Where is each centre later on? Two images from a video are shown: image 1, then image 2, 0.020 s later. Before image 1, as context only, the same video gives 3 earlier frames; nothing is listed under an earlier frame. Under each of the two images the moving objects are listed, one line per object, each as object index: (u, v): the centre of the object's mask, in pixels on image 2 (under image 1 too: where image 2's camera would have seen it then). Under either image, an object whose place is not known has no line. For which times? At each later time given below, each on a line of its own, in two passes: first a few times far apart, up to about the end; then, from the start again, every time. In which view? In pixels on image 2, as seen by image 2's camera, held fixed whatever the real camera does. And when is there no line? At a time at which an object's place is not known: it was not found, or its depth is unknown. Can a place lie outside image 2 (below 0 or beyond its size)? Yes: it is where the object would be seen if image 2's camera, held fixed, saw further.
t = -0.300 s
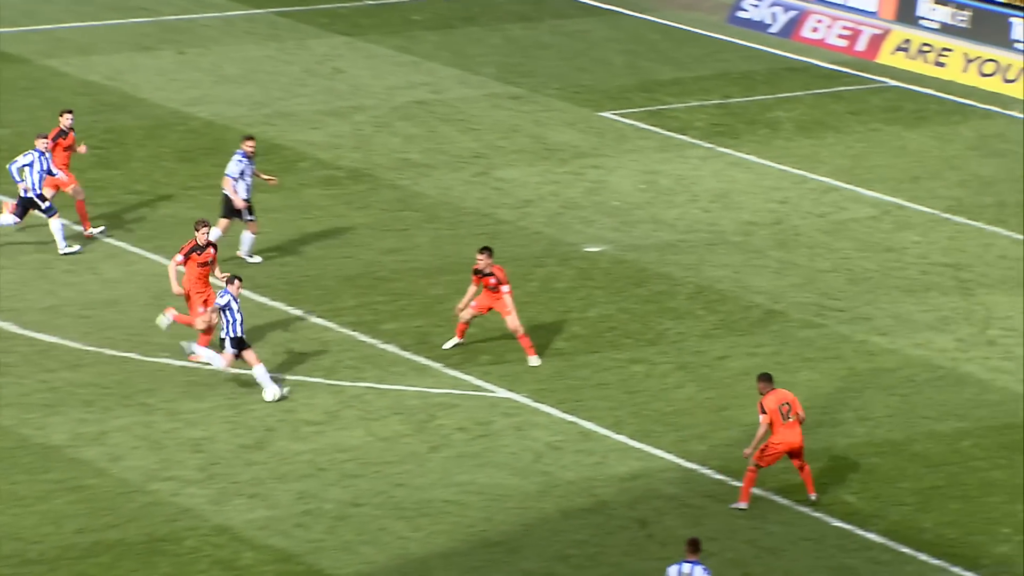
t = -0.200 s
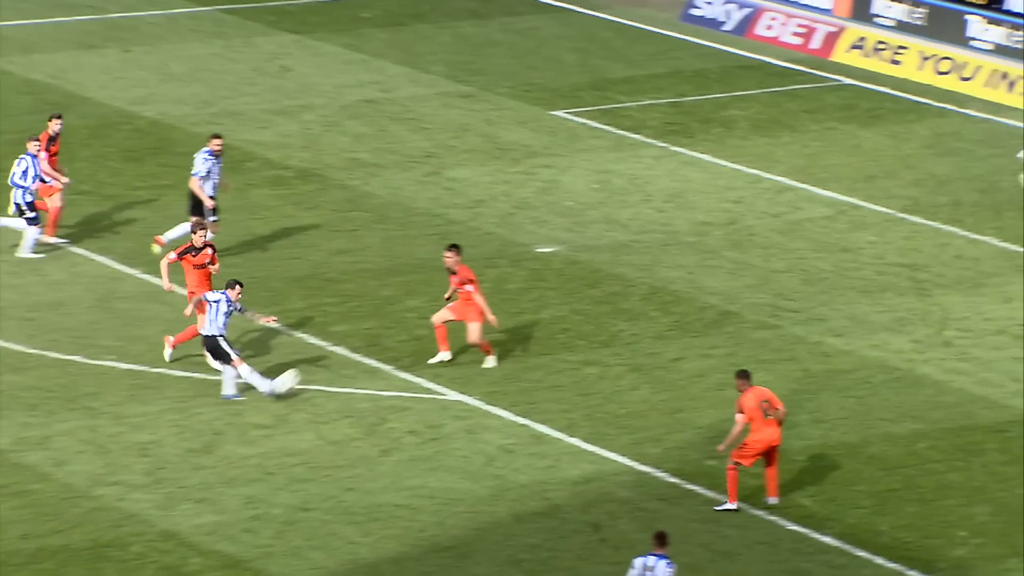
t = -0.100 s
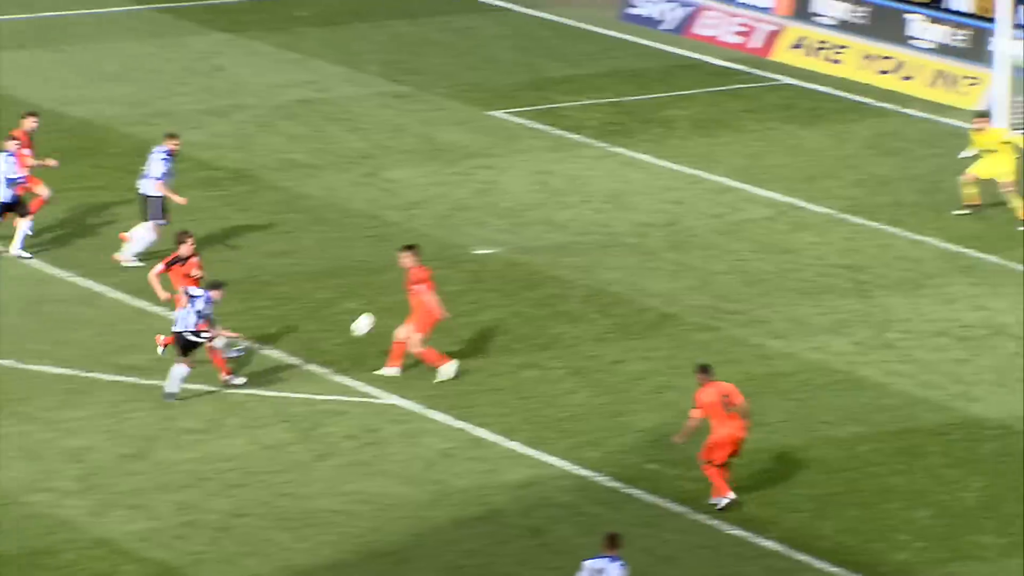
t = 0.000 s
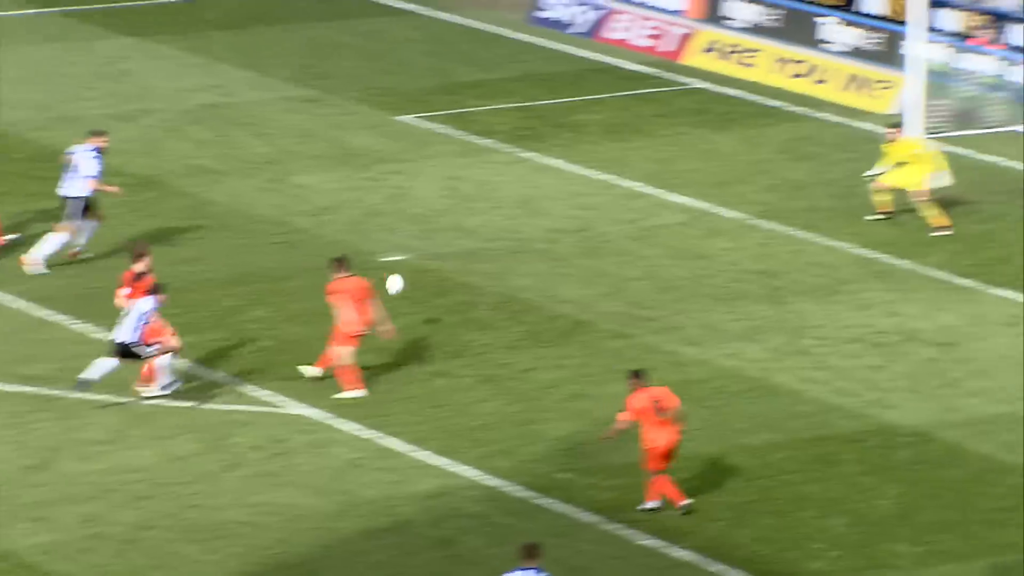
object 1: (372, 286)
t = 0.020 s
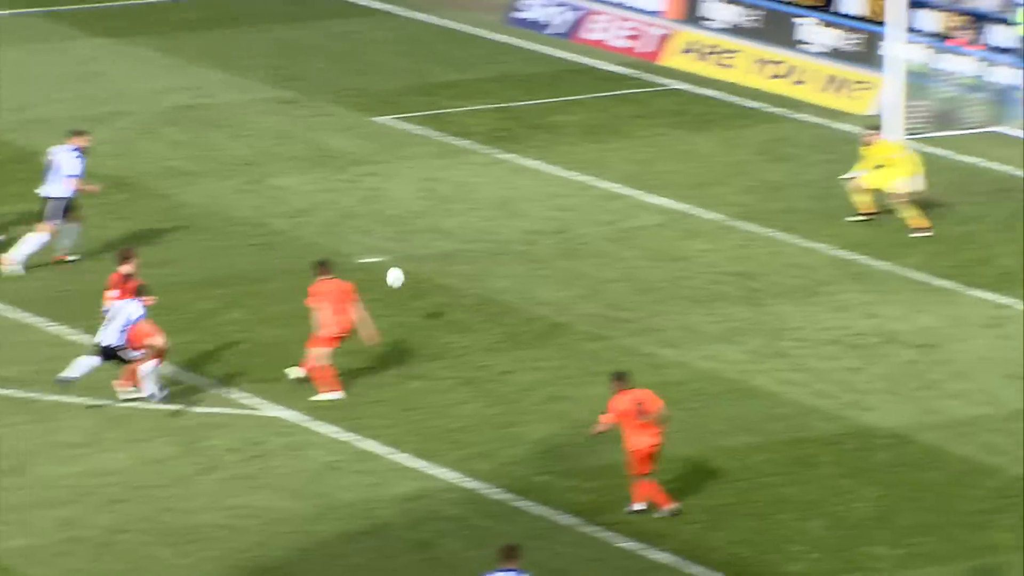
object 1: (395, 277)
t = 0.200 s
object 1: (567, 219)
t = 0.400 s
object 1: (714, 189)
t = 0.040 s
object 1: (416, 269)
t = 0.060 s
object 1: (437, 261)
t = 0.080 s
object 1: (458, 254)
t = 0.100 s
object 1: (477, 247)
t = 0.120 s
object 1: (496, 241)
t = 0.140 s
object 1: (515, 234)
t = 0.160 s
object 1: (534, 229)
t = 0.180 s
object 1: (551, 224)
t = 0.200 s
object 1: (567, 219)
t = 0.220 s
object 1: (584, 214)
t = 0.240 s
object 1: (600, 211)
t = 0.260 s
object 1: (615, 207)
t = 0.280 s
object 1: (630, 204)
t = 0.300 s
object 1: (645, 201)
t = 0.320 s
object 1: (660, 198)
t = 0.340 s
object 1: (674, 196)
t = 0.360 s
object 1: (688, 193)
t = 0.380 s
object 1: (701, 191)
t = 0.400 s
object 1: (714, 189)
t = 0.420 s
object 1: (728, 189)
